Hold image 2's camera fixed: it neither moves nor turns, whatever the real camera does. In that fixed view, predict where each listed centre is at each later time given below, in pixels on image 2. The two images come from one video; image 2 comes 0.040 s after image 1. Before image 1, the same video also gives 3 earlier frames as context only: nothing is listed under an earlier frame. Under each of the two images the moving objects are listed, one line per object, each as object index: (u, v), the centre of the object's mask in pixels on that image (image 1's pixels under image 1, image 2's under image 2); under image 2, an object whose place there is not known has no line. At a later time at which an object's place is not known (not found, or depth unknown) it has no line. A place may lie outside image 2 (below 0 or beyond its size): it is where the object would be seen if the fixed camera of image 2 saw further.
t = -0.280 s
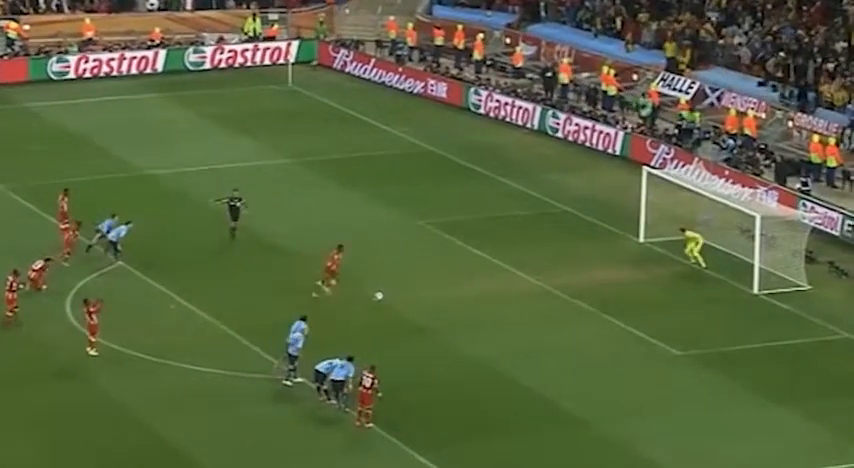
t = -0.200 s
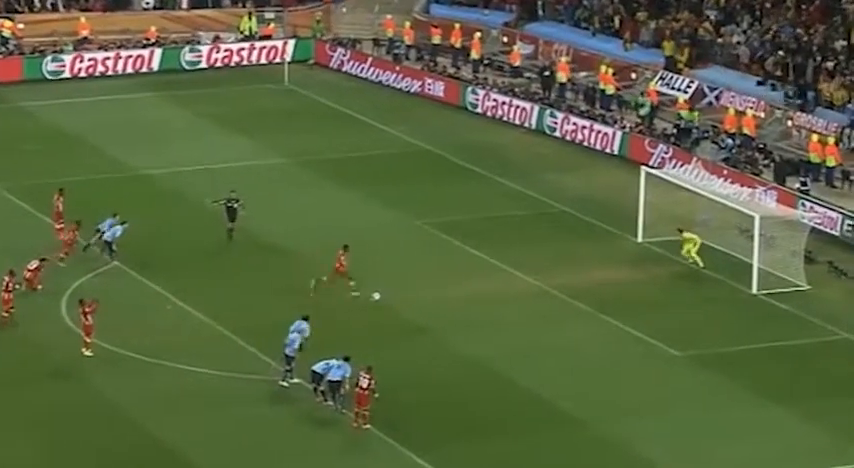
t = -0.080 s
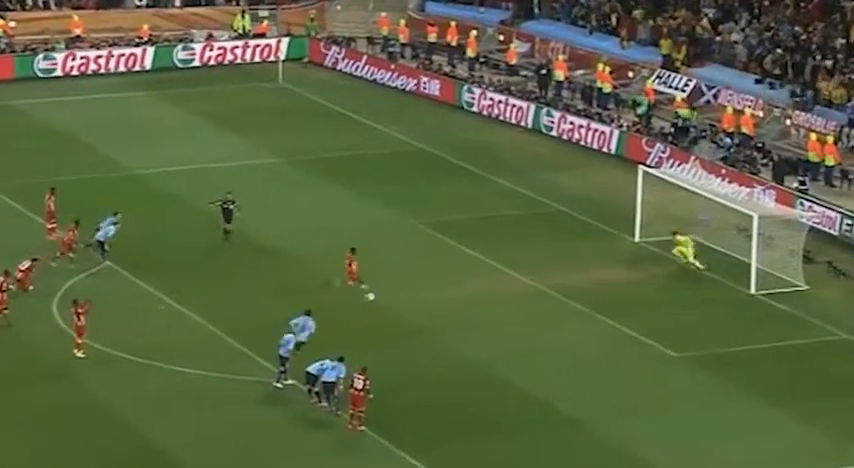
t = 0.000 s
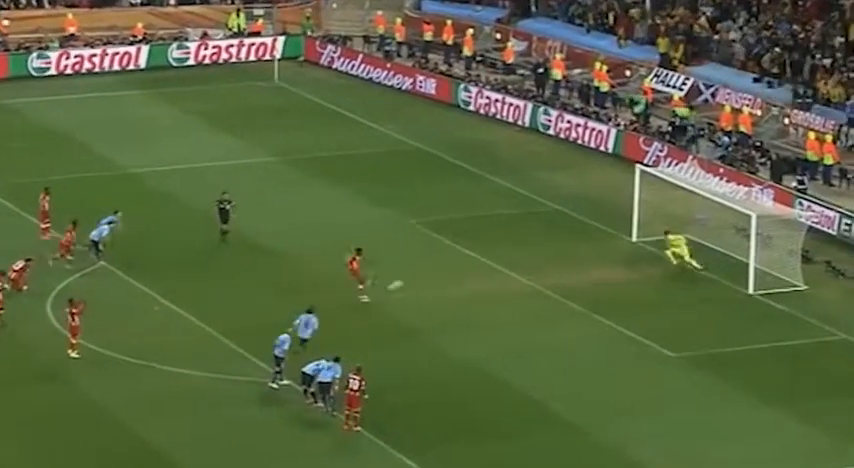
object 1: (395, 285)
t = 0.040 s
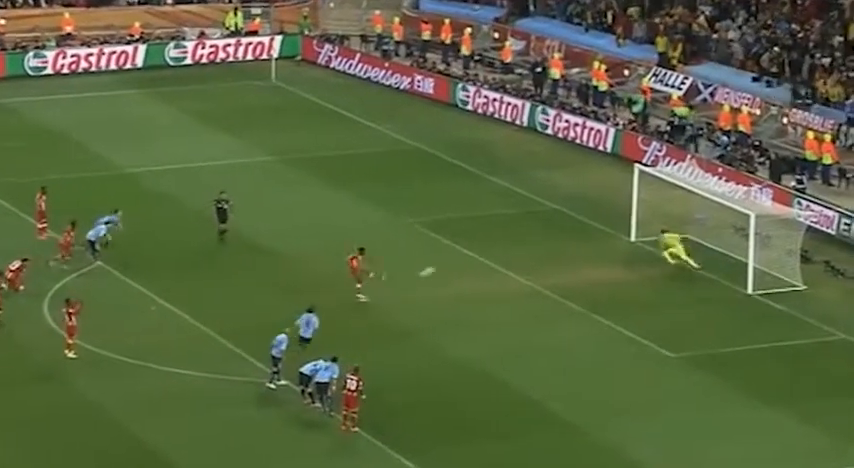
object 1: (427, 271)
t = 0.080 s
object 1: (459, 259)
